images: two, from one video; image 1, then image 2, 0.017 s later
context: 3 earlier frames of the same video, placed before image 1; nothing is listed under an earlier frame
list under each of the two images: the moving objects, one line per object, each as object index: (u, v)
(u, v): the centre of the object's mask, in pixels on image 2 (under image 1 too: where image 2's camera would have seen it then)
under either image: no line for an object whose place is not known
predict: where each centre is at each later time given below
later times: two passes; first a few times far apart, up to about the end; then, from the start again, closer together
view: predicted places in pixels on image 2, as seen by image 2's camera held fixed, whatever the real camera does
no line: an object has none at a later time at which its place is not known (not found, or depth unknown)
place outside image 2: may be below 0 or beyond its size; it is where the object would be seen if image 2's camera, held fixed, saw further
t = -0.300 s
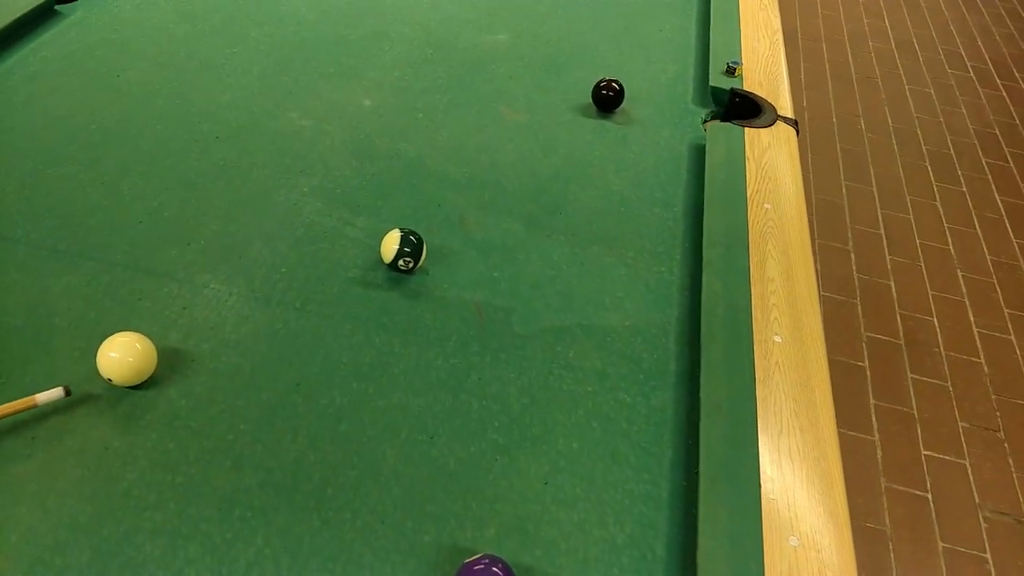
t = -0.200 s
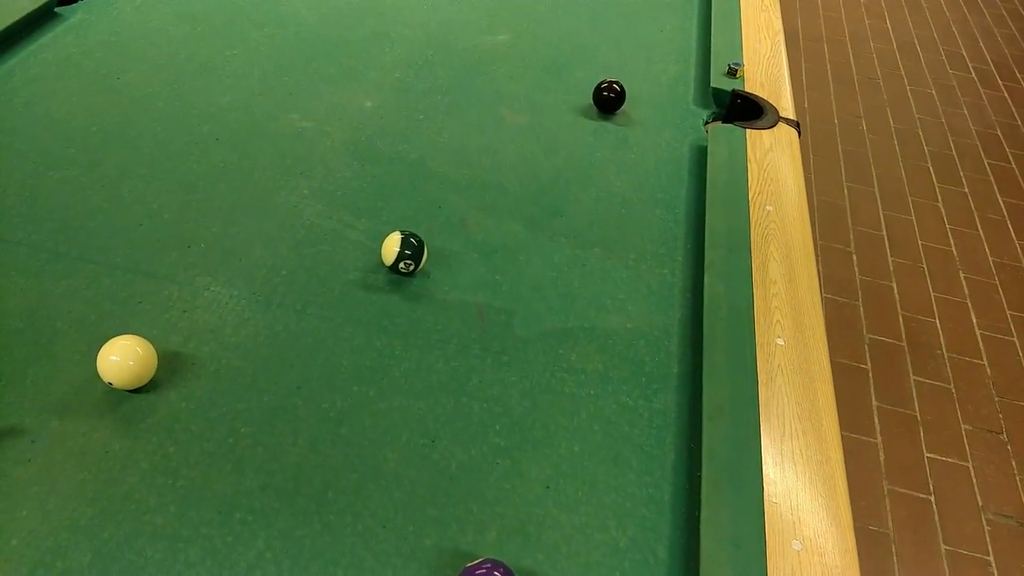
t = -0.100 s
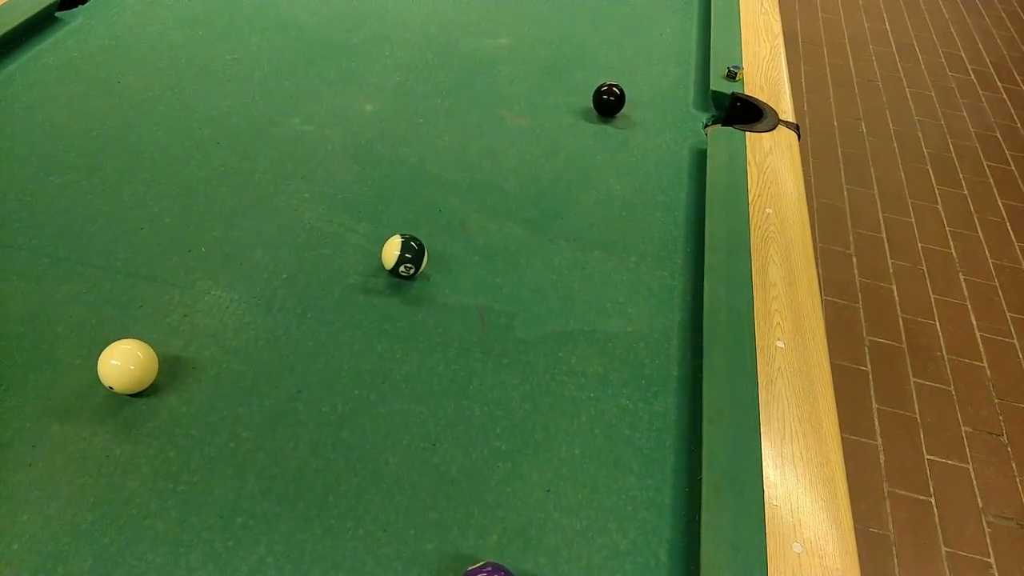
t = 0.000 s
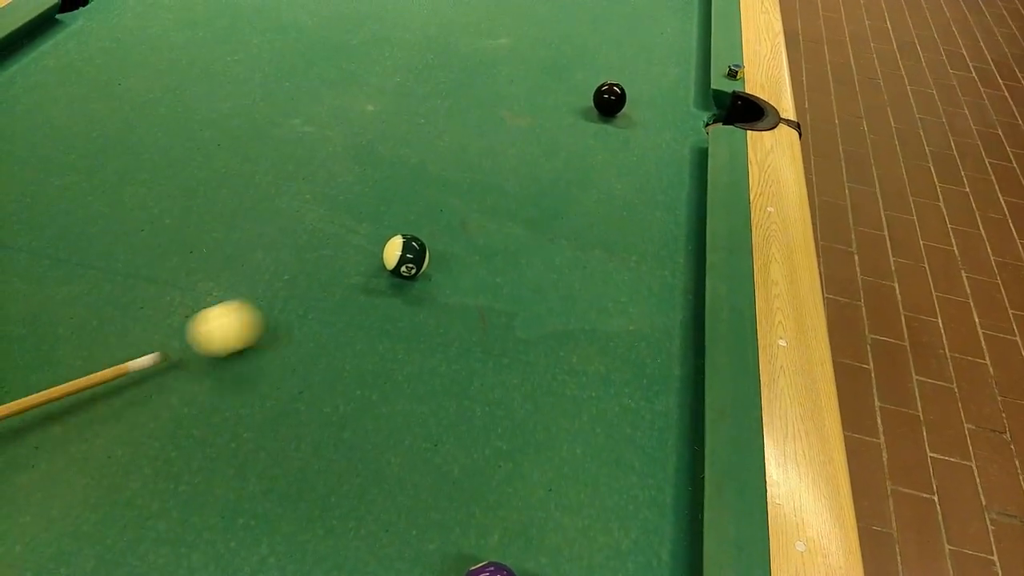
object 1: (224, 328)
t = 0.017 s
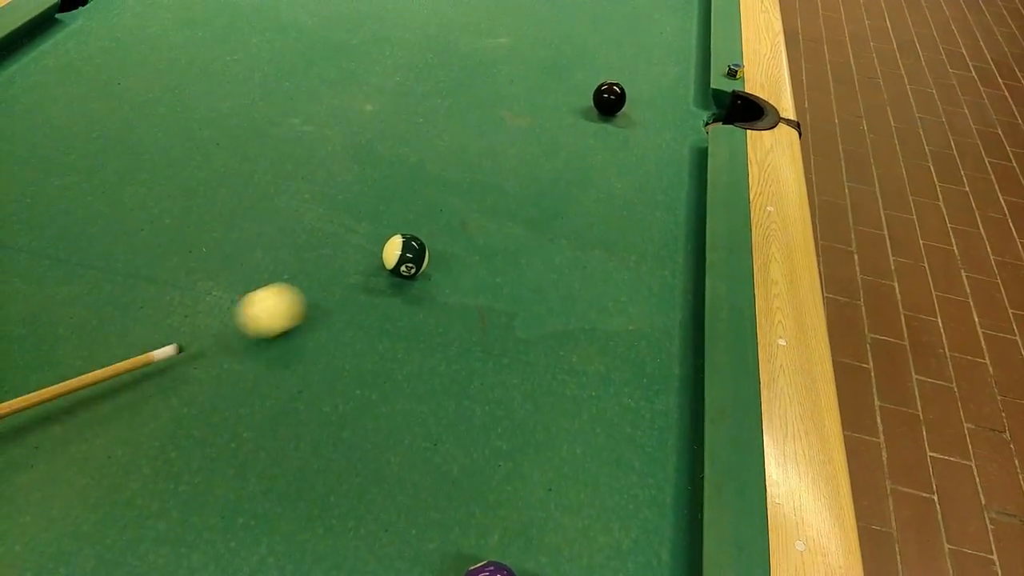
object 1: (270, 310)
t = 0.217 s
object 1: (369, 272)
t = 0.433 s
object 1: (366, 272)
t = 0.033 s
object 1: (313, 293)
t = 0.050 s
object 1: (352, 278)
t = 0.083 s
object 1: (368, 272)
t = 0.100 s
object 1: (368, 272)
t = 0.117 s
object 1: (369, 272)
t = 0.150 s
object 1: (369, 272)
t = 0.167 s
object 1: (369, 272)
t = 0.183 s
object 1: (369, 272)
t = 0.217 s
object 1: (369, 272)
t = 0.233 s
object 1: (368, 272)
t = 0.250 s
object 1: (368, 272)
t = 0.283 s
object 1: (368, 272)
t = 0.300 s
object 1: (368, 272)
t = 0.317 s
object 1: (368, 272)
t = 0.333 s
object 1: (368, 272)
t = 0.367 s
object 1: (367, 272)
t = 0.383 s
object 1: (367, 272)
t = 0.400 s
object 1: (367, 272)
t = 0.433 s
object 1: (366, 272)
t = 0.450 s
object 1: (366, 272)
